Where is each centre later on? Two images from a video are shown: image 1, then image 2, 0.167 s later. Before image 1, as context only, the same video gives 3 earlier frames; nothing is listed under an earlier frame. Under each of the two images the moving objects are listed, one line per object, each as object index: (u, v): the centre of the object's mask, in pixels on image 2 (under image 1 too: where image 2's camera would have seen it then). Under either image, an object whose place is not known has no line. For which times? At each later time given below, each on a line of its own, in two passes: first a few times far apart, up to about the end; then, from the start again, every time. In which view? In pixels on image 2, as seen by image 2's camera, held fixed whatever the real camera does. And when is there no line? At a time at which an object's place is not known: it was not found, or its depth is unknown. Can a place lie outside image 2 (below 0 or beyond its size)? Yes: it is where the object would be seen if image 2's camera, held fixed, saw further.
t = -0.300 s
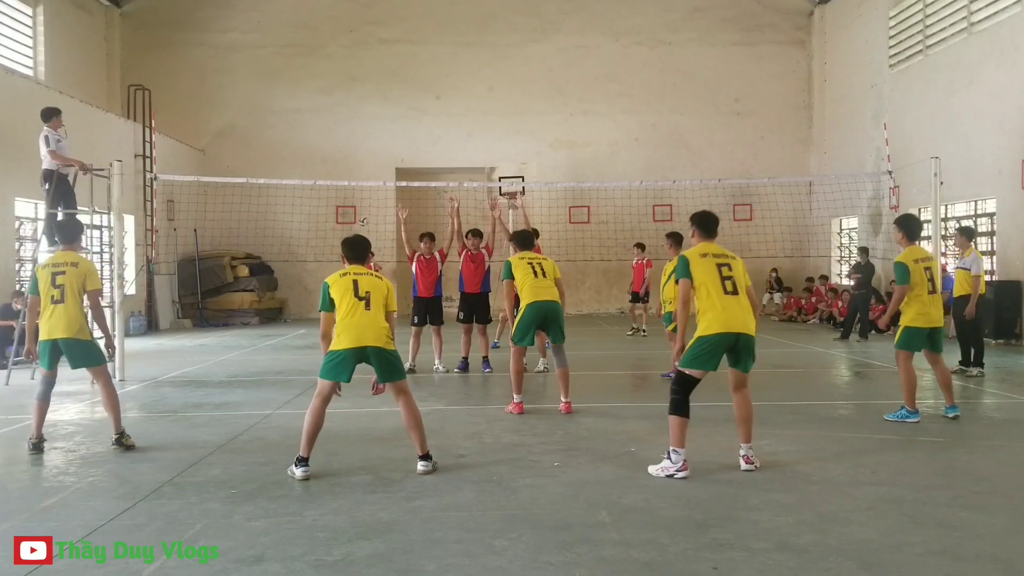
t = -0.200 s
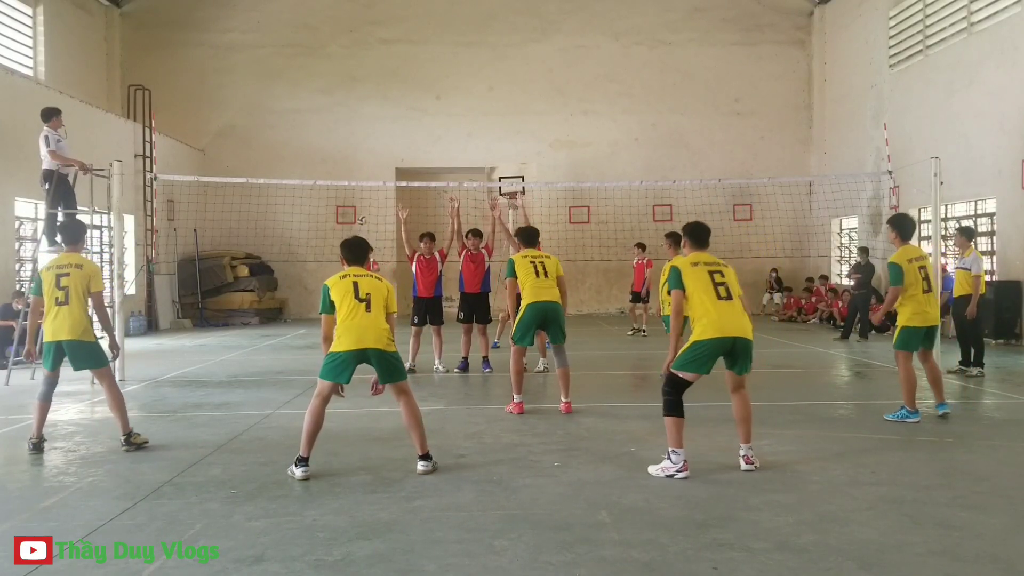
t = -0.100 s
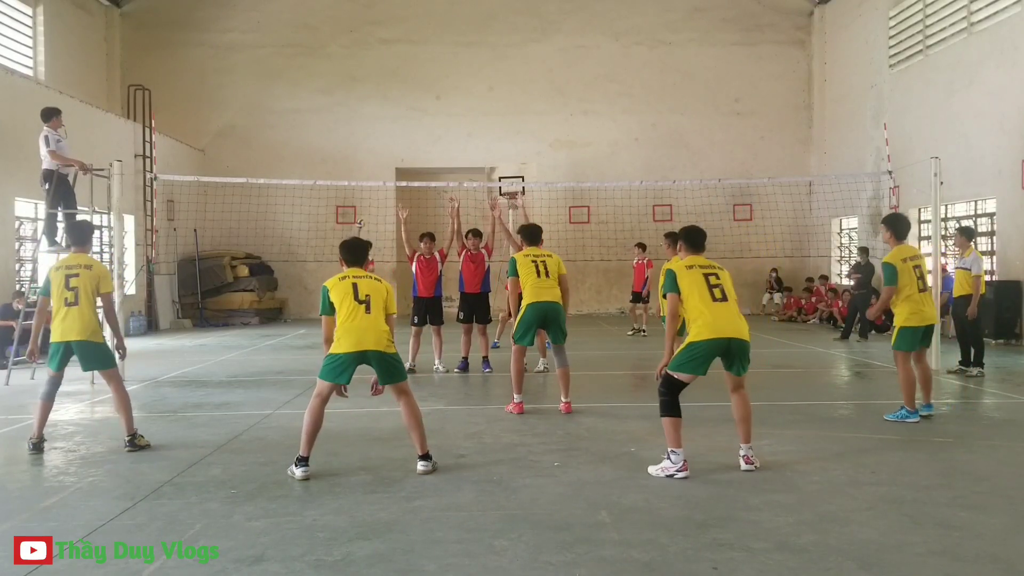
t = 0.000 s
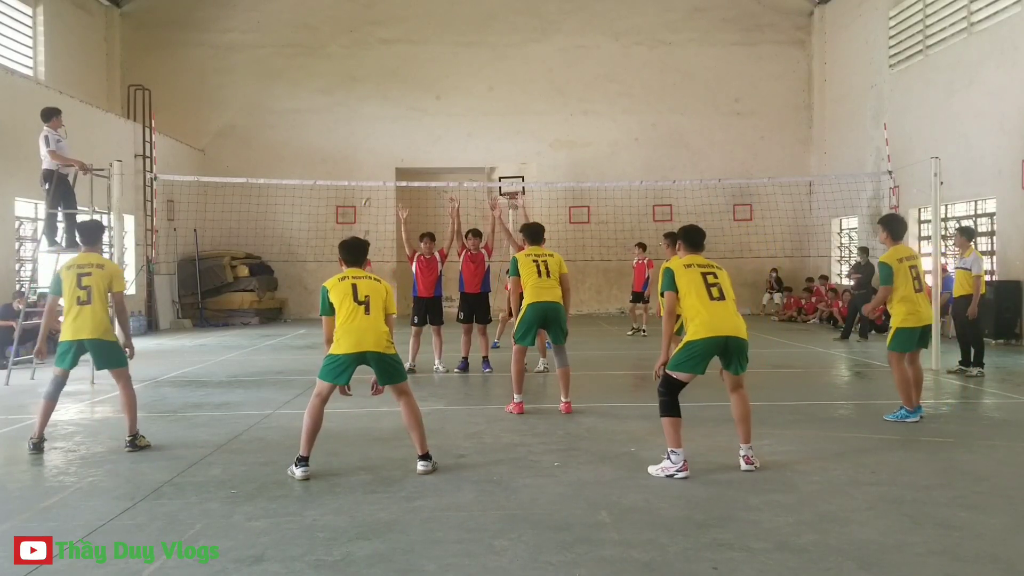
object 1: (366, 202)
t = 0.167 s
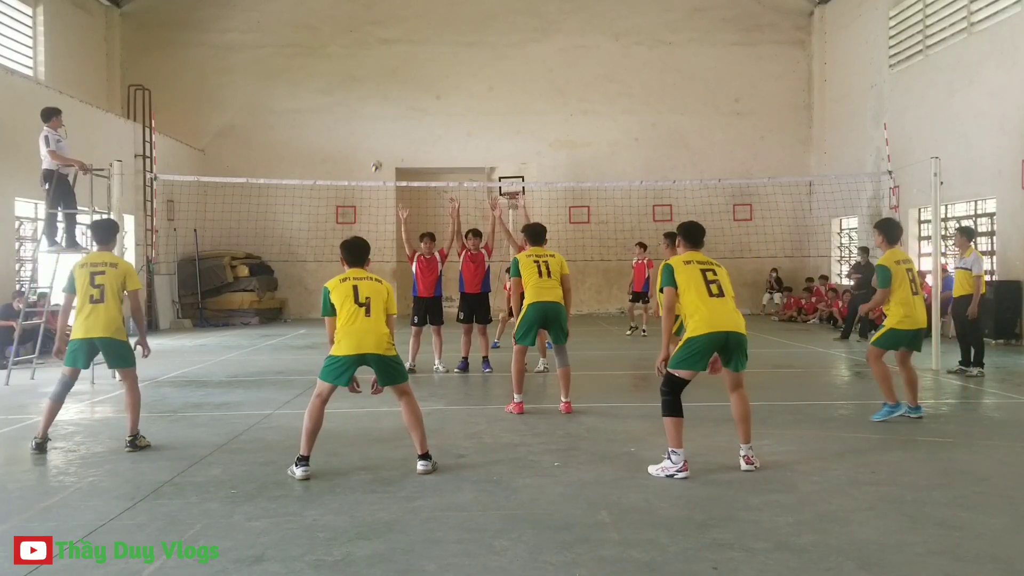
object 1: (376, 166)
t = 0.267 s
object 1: (382, 148)
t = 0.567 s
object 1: (406, 121)
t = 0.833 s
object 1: (446, 148)
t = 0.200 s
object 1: (378, 160)
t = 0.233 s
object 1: (380, 154)
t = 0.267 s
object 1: (382, 148)
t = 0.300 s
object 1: (384, 143)
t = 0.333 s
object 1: (386, 138)
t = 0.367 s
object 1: (388, 133)
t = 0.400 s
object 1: (390, 129)
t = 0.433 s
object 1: (393, 127)
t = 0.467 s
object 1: (395, 125)
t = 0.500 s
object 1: (398, 123)
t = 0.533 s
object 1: (403, 121)
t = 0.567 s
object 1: (406, 121)
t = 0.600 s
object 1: (409, 121)
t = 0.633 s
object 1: (413, 122)
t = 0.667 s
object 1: (417, 124)
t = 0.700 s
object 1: (422, 127)
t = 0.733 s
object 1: (428, 130)
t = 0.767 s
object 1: (434, 134)
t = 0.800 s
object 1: (440, 140)
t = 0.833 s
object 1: (446, 148)
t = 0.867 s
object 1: (453, 157)
